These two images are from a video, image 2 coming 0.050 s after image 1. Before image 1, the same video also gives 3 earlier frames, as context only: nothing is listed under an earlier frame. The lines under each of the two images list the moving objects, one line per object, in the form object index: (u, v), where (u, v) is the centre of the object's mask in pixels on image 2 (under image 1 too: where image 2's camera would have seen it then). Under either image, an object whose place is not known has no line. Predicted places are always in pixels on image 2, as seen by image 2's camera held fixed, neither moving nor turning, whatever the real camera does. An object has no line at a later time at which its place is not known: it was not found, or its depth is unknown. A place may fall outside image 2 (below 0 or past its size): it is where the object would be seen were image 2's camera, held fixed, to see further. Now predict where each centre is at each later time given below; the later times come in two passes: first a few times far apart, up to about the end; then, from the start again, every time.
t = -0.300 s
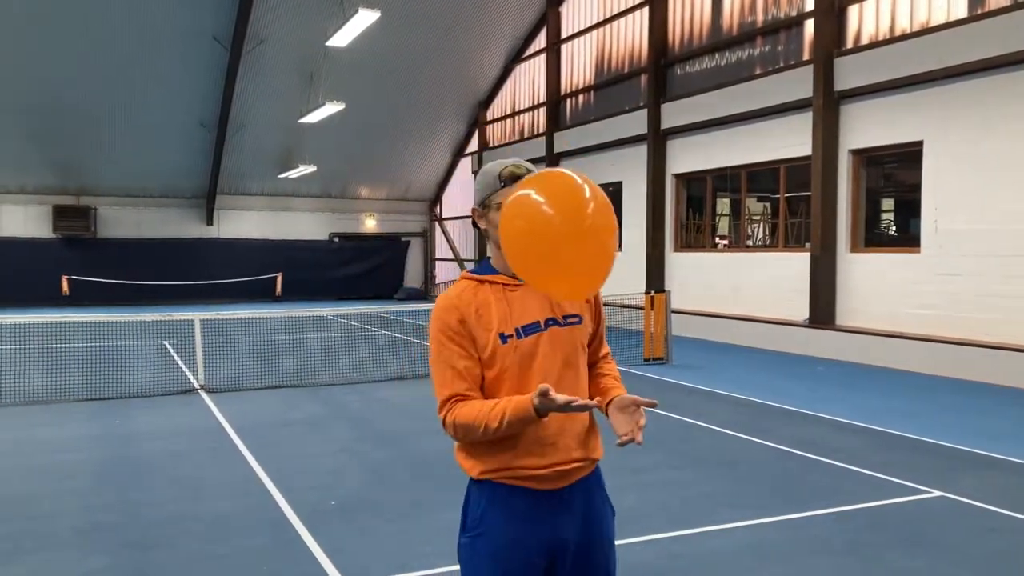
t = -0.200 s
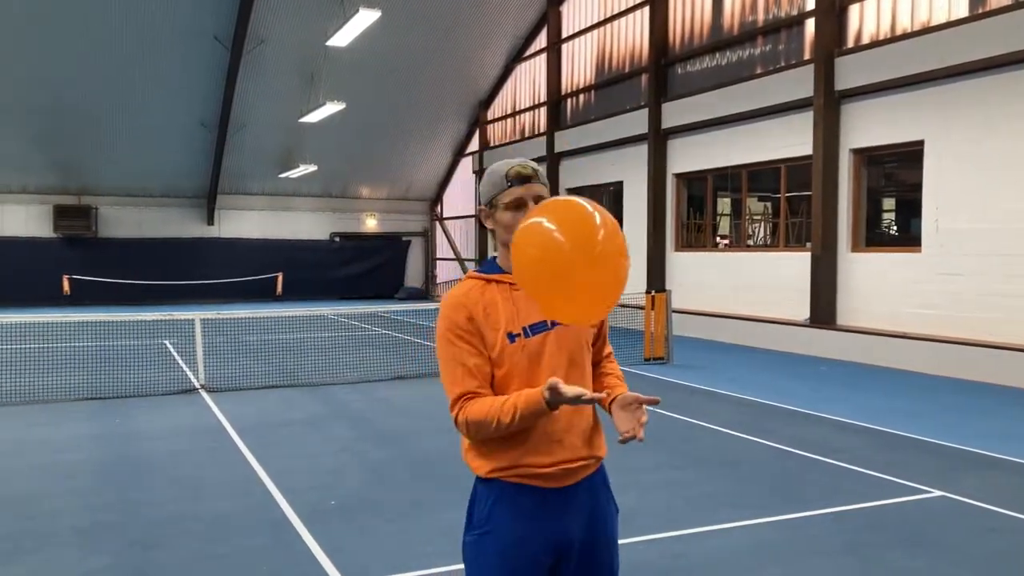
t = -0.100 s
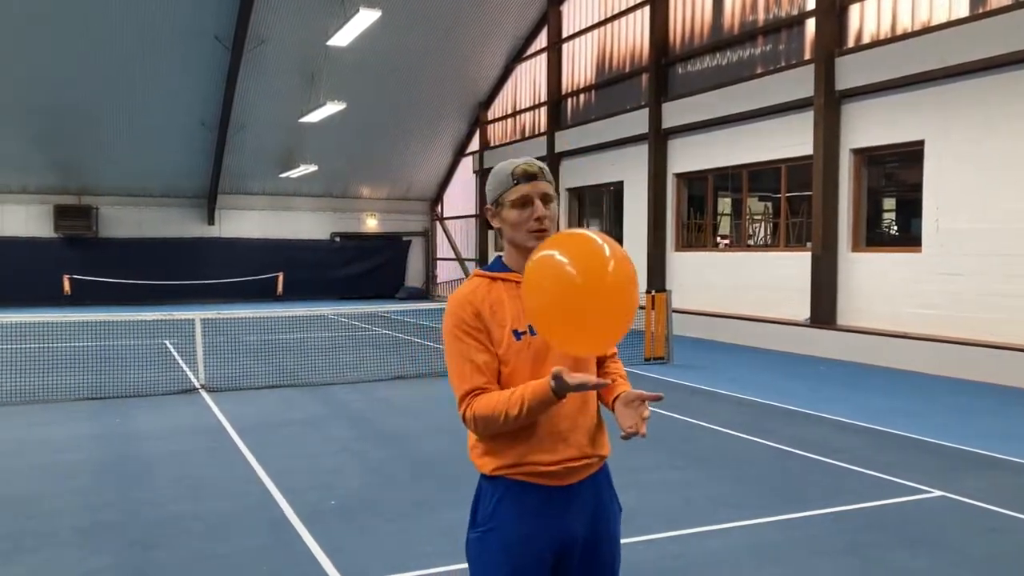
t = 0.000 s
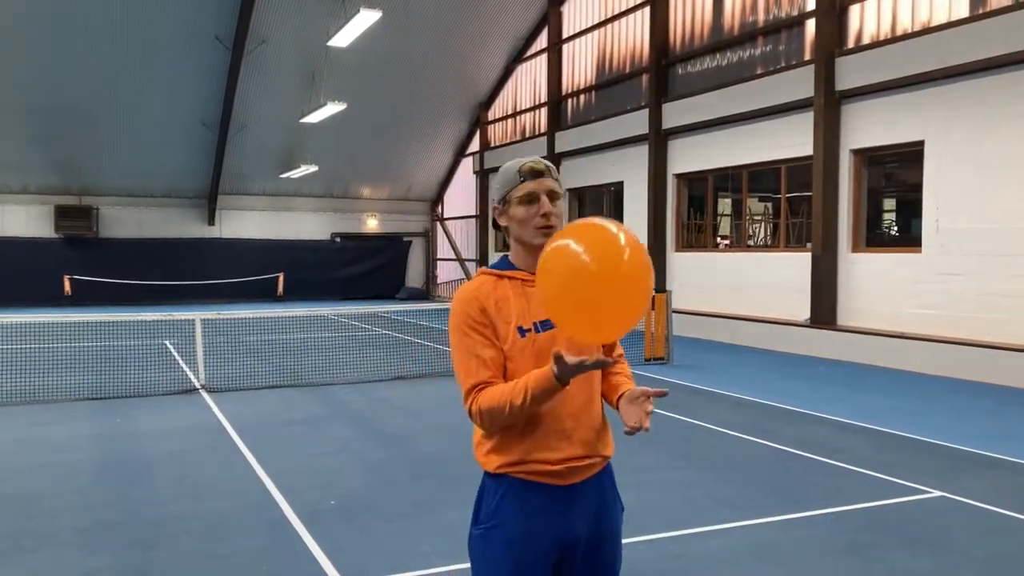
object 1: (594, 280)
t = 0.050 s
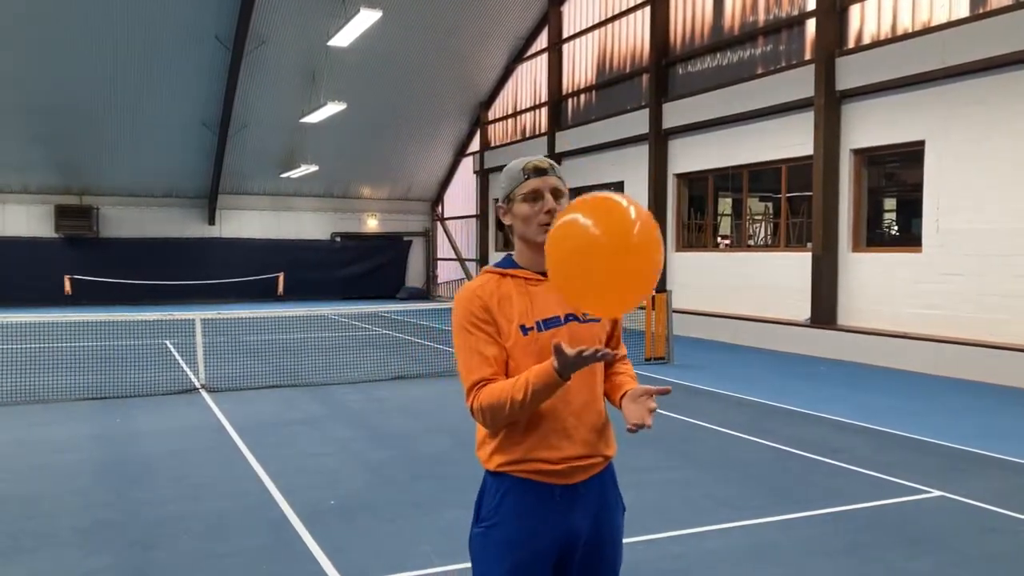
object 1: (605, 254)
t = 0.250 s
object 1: (638, 168)
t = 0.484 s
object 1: (671, 98)
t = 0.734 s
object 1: (704, 67)
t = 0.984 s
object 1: (733, 72)
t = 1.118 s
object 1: (746, 92)
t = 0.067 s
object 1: (607, 246)
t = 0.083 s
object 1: (610, 238)
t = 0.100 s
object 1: (613, 231)
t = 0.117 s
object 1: (616, 223)
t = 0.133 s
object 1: (619, 216)
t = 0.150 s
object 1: (622, 207)
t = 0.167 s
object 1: (624, 200)
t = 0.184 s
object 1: (627, 194)
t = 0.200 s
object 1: (630, 187)
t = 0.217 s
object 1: (632, 181)
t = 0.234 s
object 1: (635, 174)
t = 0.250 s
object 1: (638, 168)
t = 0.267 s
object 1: (640, 162)
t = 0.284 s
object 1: (643, 156)
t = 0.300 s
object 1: (645, 150)
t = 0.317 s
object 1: (648, 144)
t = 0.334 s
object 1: (650, 139)
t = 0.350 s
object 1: (653, 134)
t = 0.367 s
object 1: (655, 129)
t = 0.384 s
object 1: (658, 124)
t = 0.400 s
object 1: (660, 119)
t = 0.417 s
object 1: (662, 115)
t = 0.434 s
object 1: (664, 110)
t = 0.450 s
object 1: (667, 106)
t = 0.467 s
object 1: (669, 102)
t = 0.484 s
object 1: (671, 98)
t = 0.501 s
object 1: (674, 95)
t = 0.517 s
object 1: (676, 92)
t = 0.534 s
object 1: (678, 89)
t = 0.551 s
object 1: (680, 86)
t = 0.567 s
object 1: (682, 83)
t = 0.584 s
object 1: (684, 81)
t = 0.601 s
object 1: (687, 78)
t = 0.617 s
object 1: (689, 76)
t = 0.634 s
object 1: (691, 74)
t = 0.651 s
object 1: (693, 72)
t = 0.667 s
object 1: (695, 71)
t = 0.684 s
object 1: (698, 70)
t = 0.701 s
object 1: (700, 69)
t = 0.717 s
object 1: (702, 68)
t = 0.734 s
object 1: (704, 67)
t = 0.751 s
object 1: (706, 67)
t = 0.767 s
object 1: (708, 66)
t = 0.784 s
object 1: (710, 66)
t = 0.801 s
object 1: (712, 66)
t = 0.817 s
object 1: (714, 65)
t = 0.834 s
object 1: (716, 65)
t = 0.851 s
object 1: (718, 66)
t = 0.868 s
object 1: (720, 66)
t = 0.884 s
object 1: (722, 66)
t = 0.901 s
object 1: (724, 67)
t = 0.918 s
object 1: (725, 67)
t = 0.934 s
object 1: (727, 68)
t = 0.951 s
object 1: (729, 69)
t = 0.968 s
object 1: (731, 71)
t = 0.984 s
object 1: (733, 72)
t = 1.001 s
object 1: (734, 74)
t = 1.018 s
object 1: (736, 76)
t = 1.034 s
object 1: (738, 78)
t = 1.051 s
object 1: (740, 81)
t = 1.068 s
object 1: (741, 83)
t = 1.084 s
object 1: (743, 86)
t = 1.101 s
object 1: (744, 89)
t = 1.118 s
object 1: (746, 92)
